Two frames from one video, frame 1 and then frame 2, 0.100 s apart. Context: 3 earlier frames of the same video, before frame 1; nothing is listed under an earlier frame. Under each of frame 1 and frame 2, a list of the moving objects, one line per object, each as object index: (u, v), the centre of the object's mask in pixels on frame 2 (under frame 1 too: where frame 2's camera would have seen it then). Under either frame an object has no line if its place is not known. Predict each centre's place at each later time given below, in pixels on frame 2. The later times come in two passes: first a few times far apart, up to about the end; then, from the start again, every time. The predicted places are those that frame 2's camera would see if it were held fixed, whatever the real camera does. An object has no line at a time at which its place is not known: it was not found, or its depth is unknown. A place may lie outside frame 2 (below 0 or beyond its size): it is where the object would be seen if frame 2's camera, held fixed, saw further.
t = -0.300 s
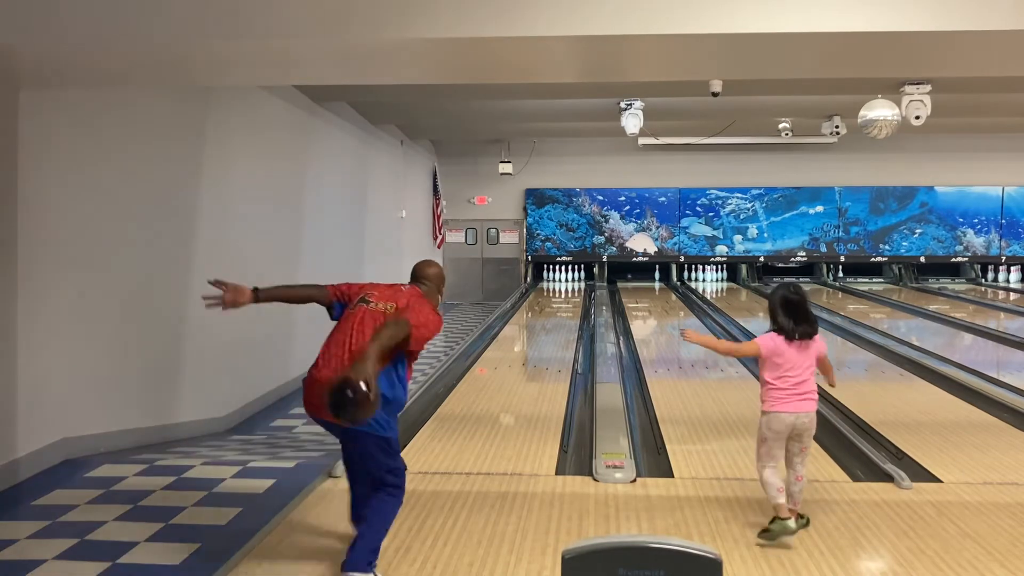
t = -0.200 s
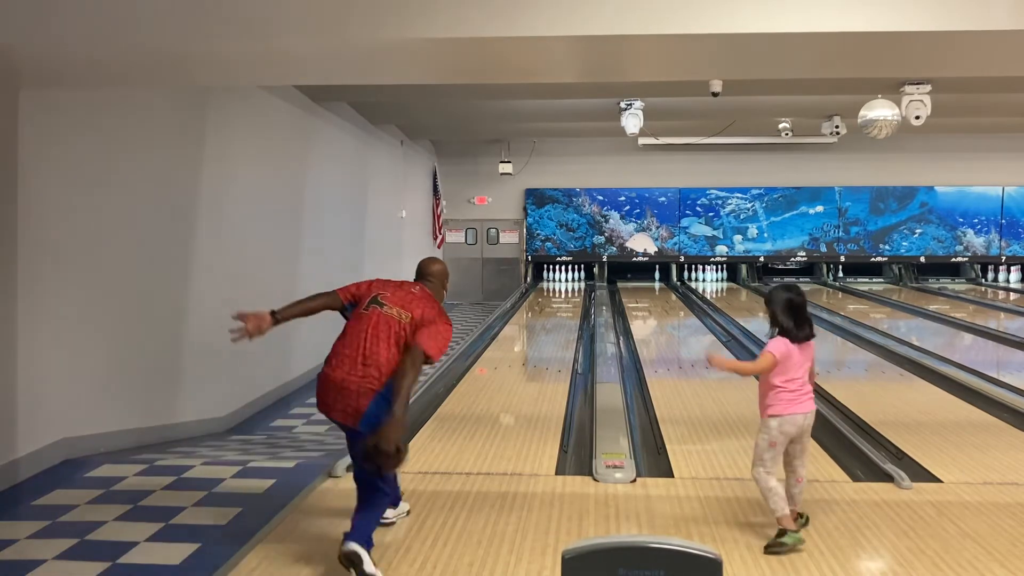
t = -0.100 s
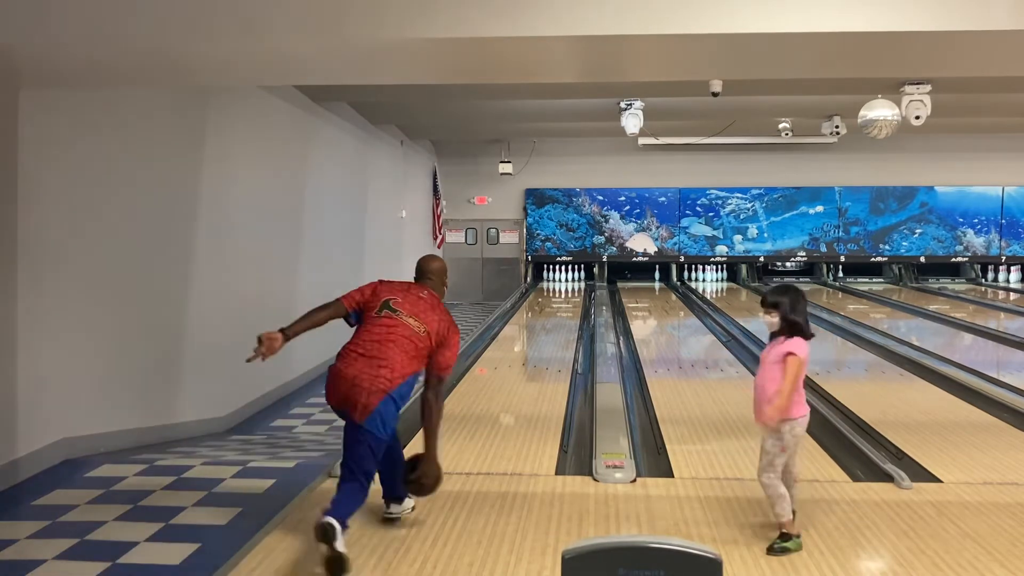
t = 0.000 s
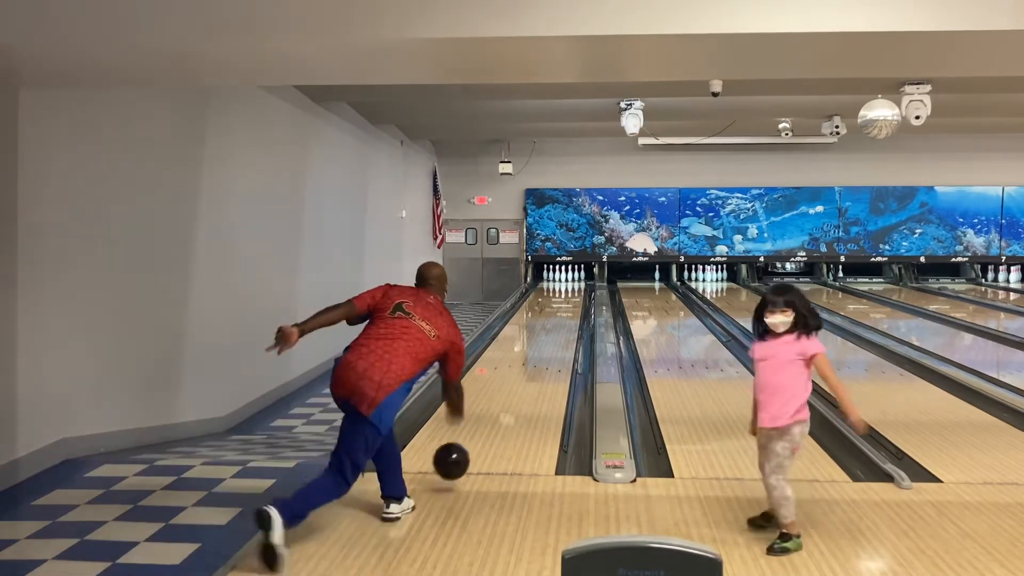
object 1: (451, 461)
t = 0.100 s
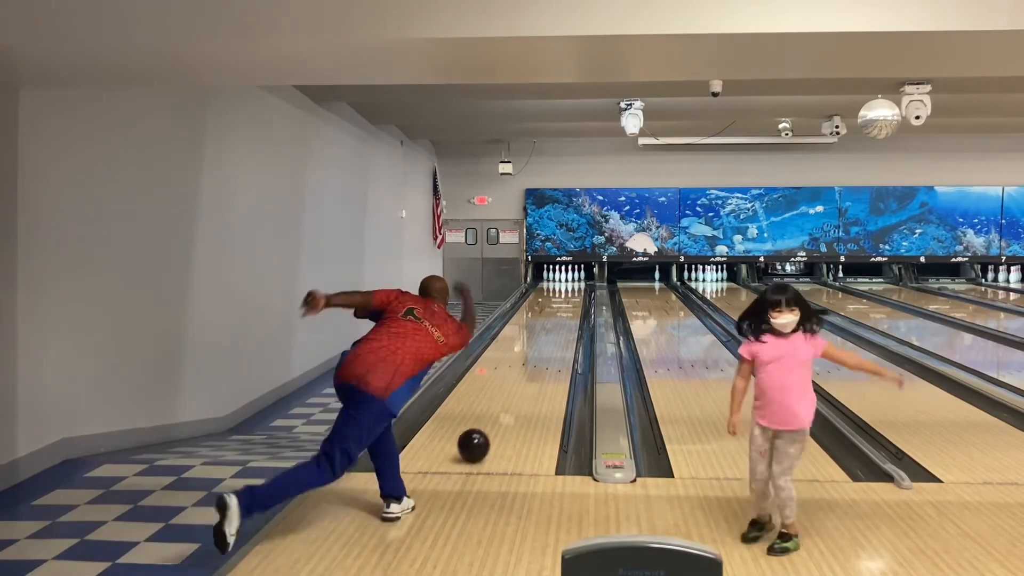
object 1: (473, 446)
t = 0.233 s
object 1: (496, 416)
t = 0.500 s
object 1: (527, 375)
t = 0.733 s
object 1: (544, 351)
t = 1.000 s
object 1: (559, 331)
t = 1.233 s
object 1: (568, 318)
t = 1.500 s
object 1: (575, 306)
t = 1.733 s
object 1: (578, 298)
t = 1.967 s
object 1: (579, 292)
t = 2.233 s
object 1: (576, 286)
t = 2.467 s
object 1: (573, 281)
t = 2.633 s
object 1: (570, 279)
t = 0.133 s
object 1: (480, 437)
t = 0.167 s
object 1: (485, 430)
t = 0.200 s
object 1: (491, 423)
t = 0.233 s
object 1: (496, 416)
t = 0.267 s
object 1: (501, 410)
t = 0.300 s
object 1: (505, 404)
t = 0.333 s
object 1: (509, 398)
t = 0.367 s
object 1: (513, 393)
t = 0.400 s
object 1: (517, 388)
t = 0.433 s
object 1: (521, 384)
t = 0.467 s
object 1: (524, 379)
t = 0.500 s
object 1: (527, 375)
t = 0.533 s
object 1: (530, 371)
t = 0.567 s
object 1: (533, 367)
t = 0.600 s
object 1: (535, 364)
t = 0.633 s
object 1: (538, 360)
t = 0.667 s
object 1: (540, 357)
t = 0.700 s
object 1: (543, 354)
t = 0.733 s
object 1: (544, 351)
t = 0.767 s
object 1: (547, 348)
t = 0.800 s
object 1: (549, 345)
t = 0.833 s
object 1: (551, 343)
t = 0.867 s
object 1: (552, 340)
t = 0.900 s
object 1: (554, 338)
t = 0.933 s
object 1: (556, 335)
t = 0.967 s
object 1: (557, 333)
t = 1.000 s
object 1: (559, 331)
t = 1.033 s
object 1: (561, 329)
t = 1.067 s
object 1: (562, 327)
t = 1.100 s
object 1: (563, 325)
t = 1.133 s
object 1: (564, 323)
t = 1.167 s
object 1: (565, 321)
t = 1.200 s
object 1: (567, 319)
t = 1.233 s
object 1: (568, 318)
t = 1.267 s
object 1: (569, 316)
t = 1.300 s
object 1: (570, 314)
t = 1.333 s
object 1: (571, 313)
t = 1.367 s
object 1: (572, 311)
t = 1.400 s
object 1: (573, 310)
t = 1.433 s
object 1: (573, 308)
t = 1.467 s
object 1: (574, 307)
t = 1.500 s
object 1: (575, 306)
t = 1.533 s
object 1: (576, 305)
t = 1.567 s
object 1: (576, 303)
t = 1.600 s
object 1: (577, 302)
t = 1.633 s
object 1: (577, 301)
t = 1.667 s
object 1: (577, 300)
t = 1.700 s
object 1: (578, 299)
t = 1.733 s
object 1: (578, 298)
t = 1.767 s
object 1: (579, 297)
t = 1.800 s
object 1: (579, 296)
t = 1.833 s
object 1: (579, 295)
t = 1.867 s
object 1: (579, 294)
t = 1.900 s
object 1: (579, 293)
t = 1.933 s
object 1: (579, 293)
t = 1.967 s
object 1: (579, 292)
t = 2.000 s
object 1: (579, 291)
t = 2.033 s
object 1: (579, 290)
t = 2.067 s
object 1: (579, 289)
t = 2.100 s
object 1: (578, 288)
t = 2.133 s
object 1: (577, 288)
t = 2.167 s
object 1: (577, 287)
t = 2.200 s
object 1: (577, 287)
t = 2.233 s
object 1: (576, 286)
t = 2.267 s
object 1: (576, 285)
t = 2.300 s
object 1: (576, 285)
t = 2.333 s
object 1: (575, 284)
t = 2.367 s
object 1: (575, 283)
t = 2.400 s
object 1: (575, 282)
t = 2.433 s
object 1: (574, 282)
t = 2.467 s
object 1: (573, 281)
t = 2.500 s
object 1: (573, 281)
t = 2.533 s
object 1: (572, 280)
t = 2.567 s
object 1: (572, 280)
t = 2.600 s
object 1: (571, 279)
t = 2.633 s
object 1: (570, 279)
